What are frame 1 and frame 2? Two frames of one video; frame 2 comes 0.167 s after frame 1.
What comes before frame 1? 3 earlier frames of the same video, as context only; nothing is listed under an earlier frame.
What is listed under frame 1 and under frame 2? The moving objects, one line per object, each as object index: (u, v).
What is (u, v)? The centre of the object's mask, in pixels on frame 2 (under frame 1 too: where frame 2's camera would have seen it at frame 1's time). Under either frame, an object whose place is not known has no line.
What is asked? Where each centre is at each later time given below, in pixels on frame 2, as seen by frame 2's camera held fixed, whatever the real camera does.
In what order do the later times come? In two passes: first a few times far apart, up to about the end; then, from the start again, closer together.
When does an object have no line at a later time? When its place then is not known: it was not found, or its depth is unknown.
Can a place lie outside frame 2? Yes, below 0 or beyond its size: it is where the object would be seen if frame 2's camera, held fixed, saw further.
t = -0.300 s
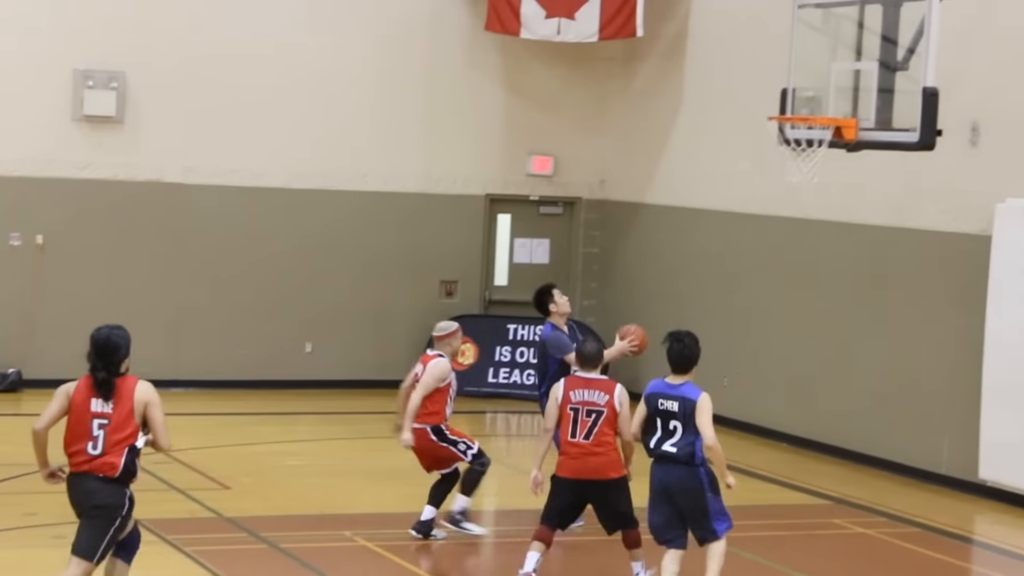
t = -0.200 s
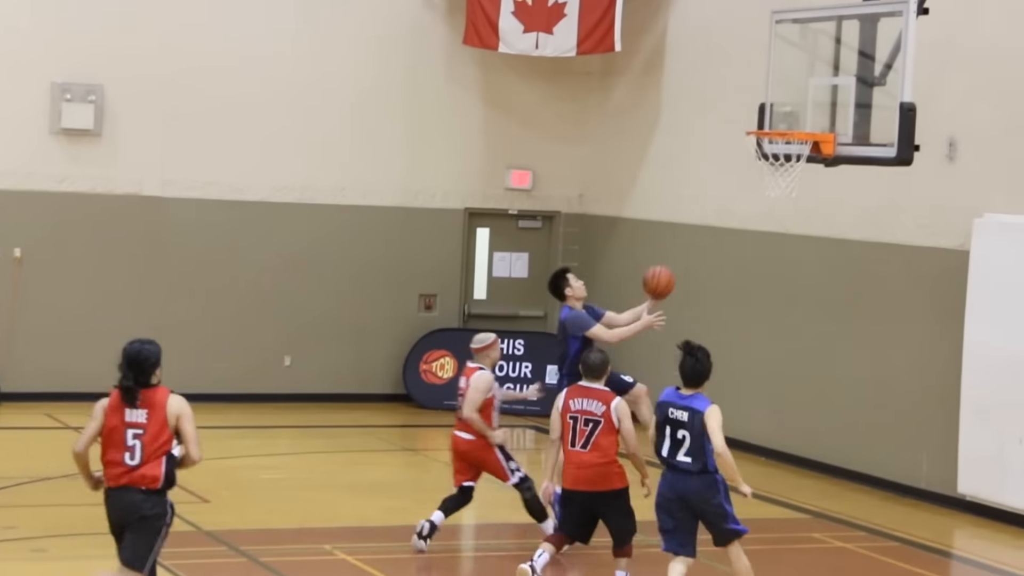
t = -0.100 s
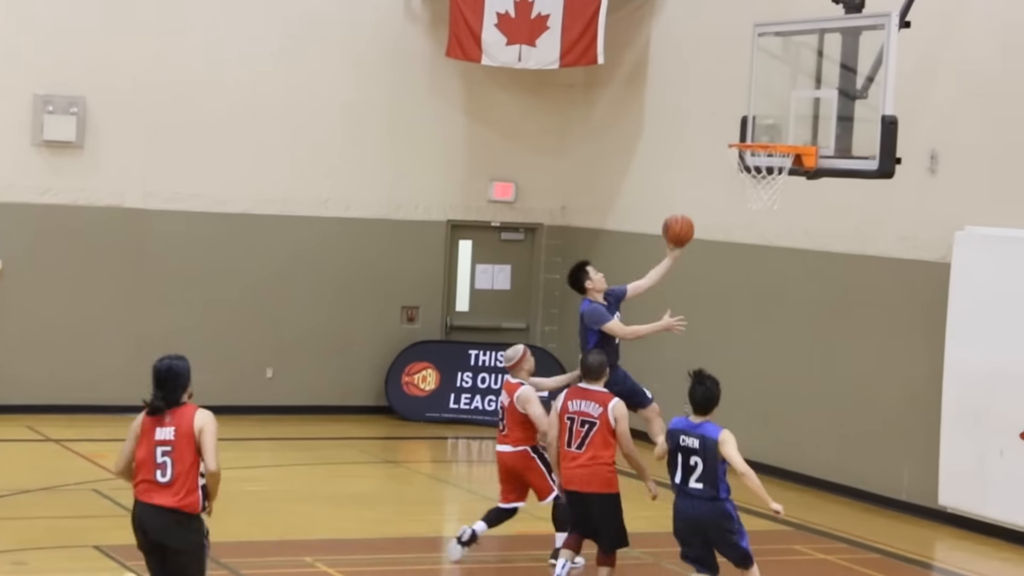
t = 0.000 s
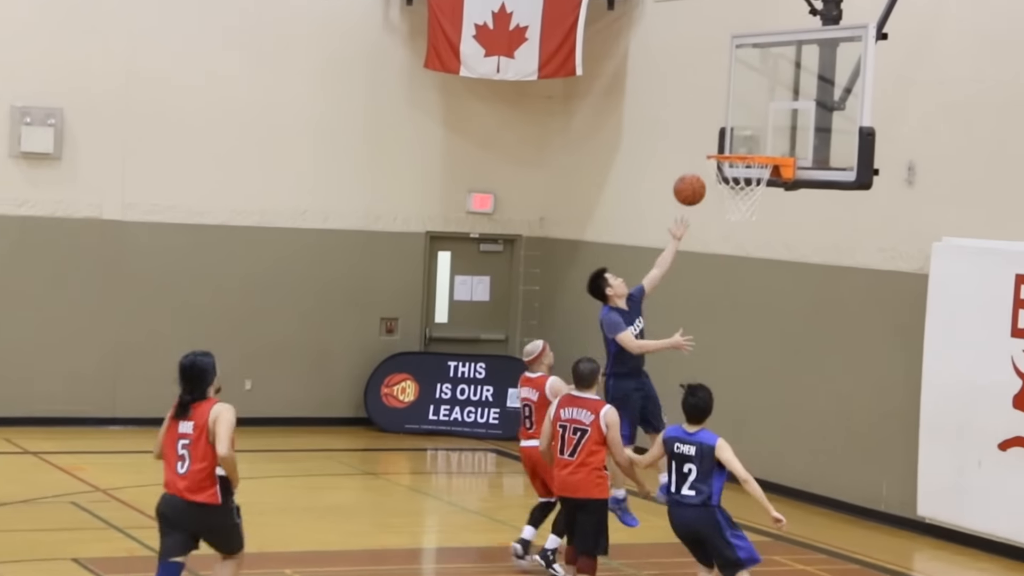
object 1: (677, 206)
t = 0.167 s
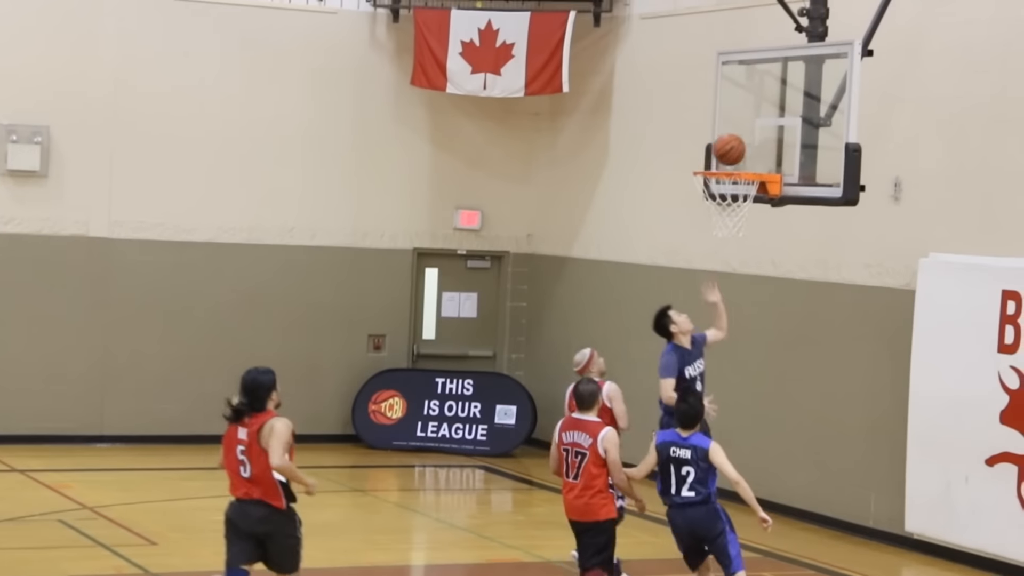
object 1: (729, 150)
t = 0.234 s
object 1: (740, 138)
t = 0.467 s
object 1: (715, 146)
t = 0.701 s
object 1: (742, 169)
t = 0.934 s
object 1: (700, 197)
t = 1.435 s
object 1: (717, 347)
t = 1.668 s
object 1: (723, 534)
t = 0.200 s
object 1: (740, 143)
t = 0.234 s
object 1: (740, 138)
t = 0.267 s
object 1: (737, 134)
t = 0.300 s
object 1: (733, 133)
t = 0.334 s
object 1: (730, 132)
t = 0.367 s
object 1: (727, 133)
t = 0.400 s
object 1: (723, 136)
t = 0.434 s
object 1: (719, 140)
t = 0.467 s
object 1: (715, 146)
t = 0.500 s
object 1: (711, 154)
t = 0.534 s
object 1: (708, 159)
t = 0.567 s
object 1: (716, 158)
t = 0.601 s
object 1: (722, 159)
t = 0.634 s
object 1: (729, 160)
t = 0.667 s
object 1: (736, 161)
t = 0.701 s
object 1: (742, 169)
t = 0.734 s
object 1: (739, 170)
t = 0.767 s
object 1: (732, 174)
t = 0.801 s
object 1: (726, 178)
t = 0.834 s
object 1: (718, 183)
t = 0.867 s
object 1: (710, 189)
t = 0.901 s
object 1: (704, 193)
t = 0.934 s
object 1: (700, 197)
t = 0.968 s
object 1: (698, 200)
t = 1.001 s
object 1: (698, 201)
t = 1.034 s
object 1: (699, 204)
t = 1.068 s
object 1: (701, 208)
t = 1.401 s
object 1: (716, 326)
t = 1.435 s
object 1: (717, 347)
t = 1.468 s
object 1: (718, 369)
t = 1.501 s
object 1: (719, 392)
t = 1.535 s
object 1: (720, 417)
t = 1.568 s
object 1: (721, 444)
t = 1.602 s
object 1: (722, 472)
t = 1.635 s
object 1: (723, 502)
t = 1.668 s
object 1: (723, 534)
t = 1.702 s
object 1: (722, 568)
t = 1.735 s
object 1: (724, 593)
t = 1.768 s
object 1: (728, 568)
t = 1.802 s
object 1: (733, 545)
